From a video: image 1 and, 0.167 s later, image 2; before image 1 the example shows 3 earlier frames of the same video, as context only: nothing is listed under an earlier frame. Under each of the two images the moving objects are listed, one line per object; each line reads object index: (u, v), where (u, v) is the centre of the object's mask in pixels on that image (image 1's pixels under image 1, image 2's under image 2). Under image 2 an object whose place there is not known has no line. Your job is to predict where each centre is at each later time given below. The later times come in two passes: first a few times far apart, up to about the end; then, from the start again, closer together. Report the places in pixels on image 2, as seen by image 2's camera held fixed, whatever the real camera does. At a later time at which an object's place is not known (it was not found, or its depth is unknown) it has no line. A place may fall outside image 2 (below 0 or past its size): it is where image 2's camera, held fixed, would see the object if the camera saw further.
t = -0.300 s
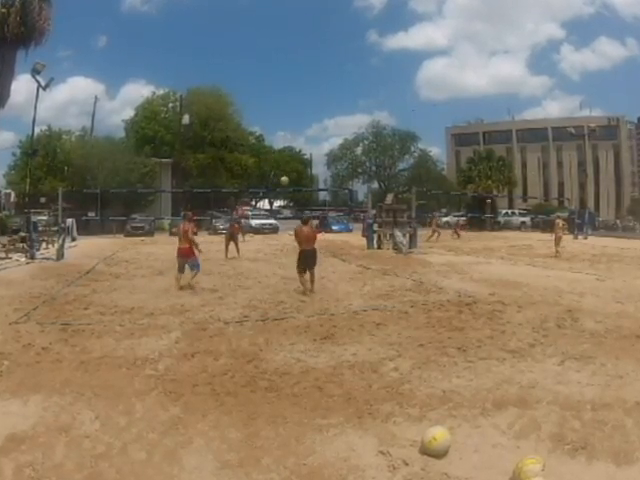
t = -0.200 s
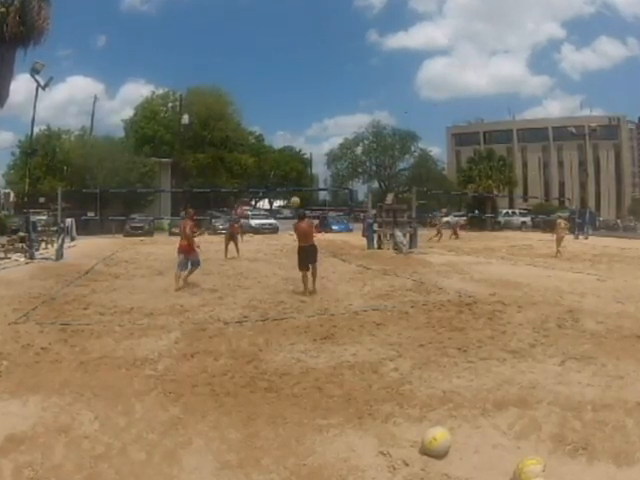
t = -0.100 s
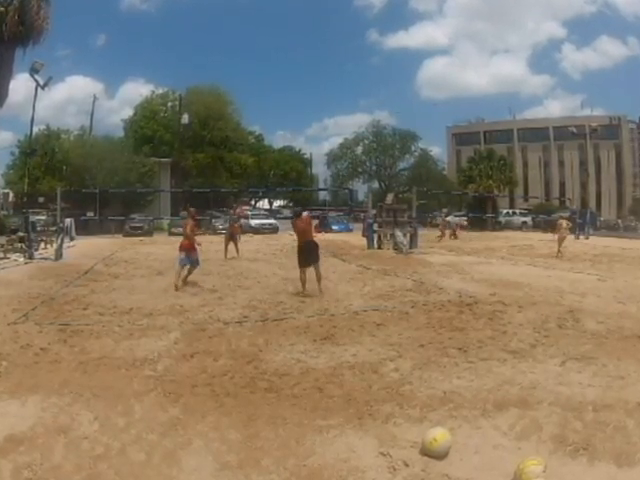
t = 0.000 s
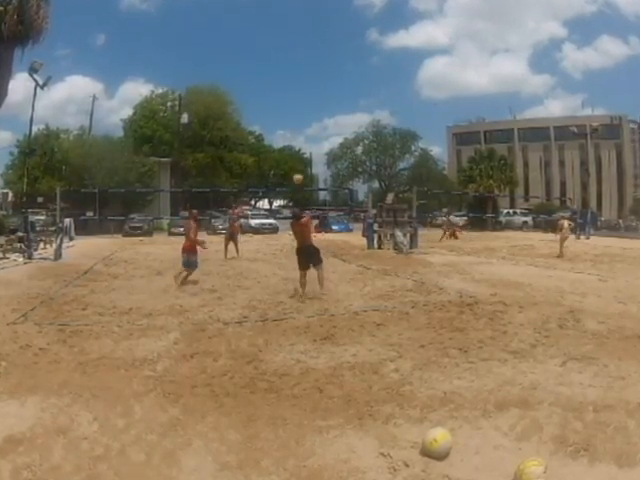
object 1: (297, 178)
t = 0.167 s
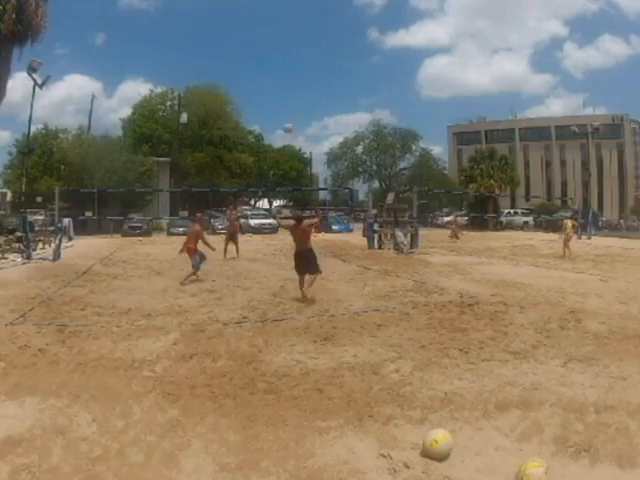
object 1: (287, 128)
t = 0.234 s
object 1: (284, 112)
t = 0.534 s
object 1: (270, 69)
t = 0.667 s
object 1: (264, 61)
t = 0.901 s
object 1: (253, 67)
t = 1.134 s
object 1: (242, 94)
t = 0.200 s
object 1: (286, 119)
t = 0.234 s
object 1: (284, 112)
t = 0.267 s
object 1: (283, 105)
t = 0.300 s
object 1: (282, 98)
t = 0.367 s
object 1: (279, 87)
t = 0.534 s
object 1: (270, 69)
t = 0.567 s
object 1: (268, 66)
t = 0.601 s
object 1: (267, 65)
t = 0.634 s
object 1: (266, 63)
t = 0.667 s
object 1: (264, 61)
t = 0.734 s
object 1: (262, 61)
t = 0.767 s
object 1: (260, 61)
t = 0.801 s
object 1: (258, 62)
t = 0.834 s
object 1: (257, 63)
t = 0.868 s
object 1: (255, 65)
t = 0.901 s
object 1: (253, 67)
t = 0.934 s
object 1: (252, 69)
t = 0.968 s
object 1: (250, 72)
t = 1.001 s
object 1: (248, 76)
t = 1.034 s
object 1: (247, 80)
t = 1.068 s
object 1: (245, 84)
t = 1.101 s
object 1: (244, 88)
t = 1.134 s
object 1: (242, 94)
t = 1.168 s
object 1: (241, 101)
